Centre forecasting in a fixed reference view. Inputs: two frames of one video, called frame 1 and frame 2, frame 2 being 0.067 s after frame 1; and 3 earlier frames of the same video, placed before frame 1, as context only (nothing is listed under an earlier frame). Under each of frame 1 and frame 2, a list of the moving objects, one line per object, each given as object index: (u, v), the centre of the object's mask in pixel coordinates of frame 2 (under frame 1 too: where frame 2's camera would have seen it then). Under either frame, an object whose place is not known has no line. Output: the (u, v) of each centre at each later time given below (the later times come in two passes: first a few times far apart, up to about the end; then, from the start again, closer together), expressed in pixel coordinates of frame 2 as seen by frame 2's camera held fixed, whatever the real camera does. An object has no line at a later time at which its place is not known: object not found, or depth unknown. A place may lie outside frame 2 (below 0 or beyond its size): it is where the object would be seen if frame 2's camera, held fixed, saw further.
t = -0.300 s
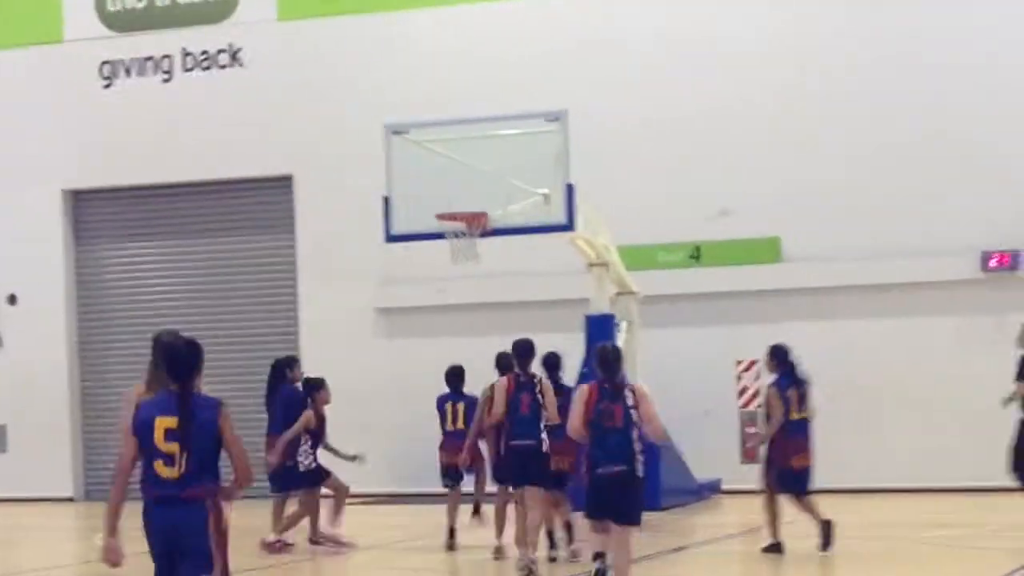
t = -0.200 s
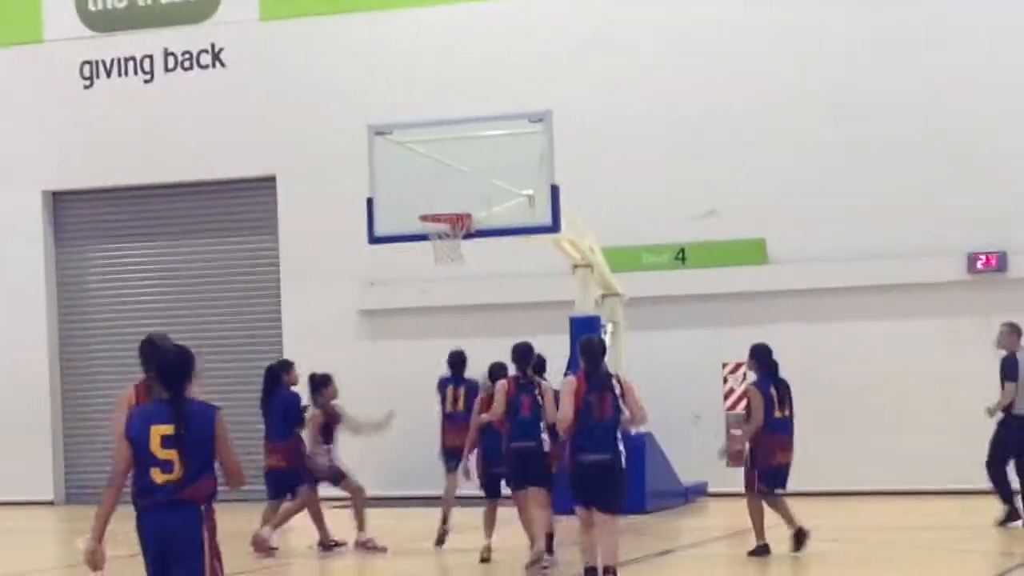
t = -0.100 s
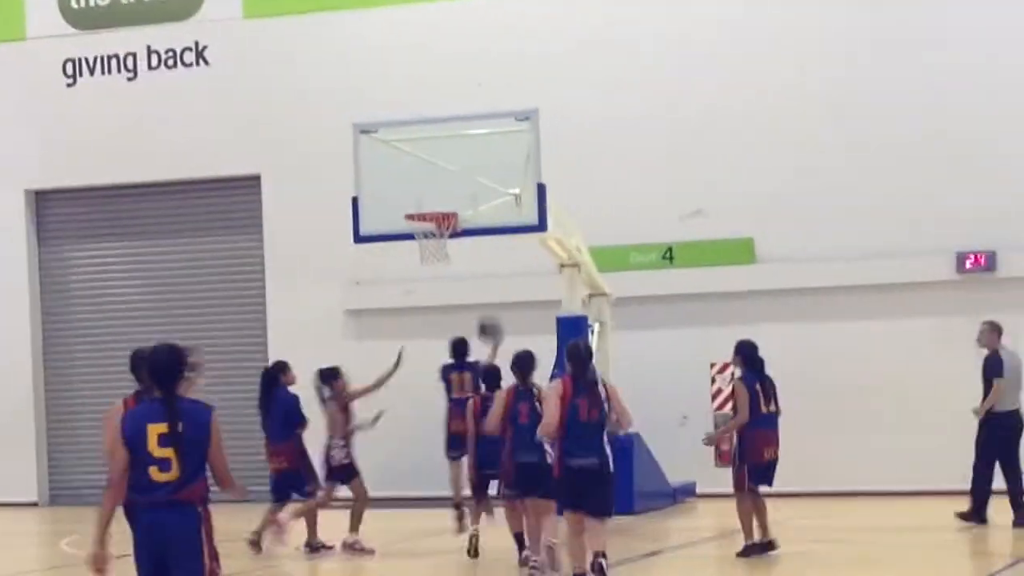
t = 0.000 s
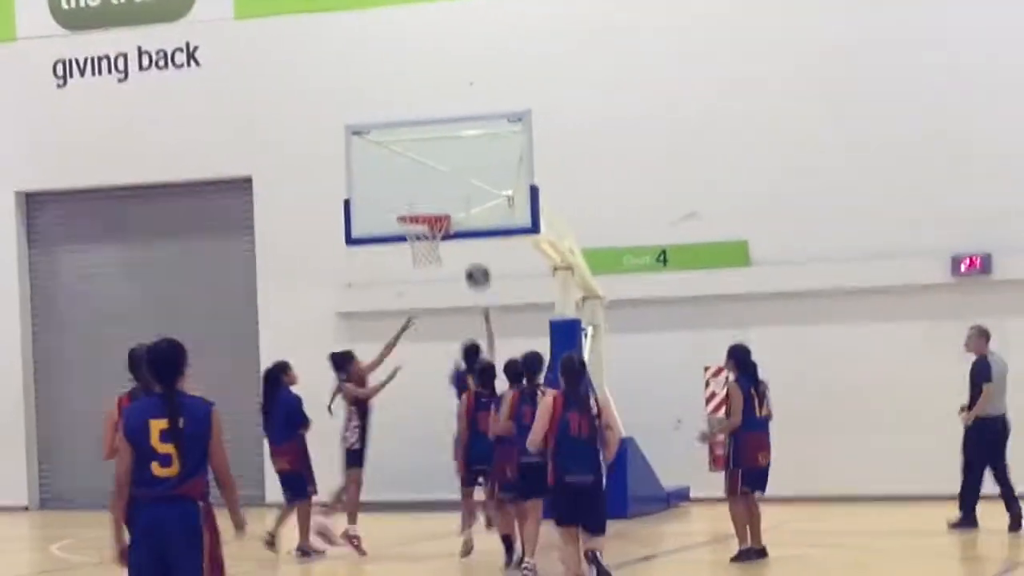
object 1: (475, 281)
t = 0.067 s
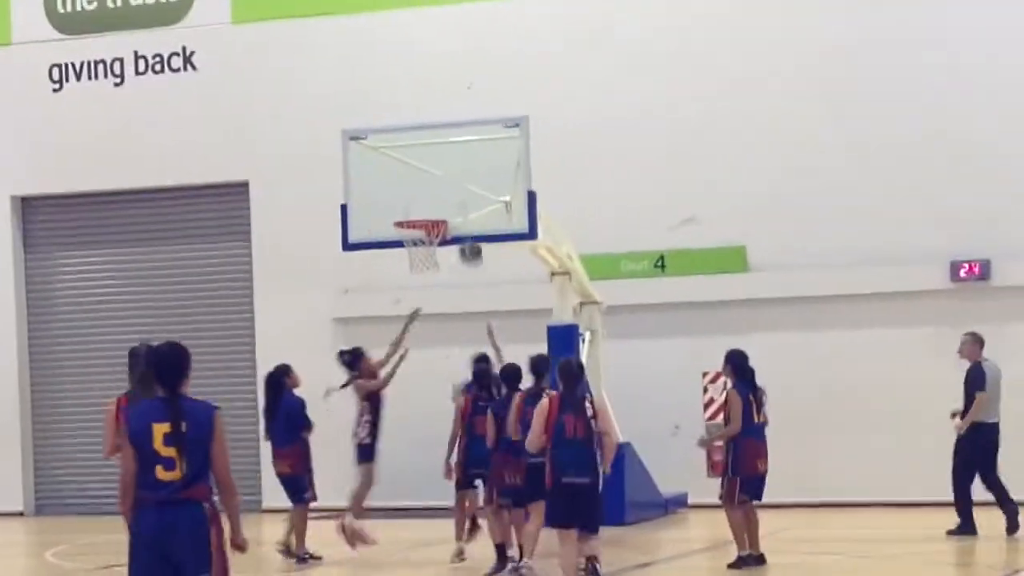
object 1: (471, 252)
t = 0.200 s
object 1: (460, 204)
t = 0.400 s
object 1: (448, 173)
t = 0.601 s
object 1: (426, 184)
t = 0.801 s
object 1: (404, 238)
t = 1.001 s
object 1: (405, 280)
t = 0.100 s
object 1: (468, 237)
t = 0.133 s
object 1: (465, 225)
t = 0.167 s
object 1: (462, 213)
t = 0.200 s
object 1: (460, 204)
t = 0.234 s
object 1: (458, 197)
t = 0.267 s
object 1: (455, 189)
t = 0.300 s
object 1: (453, 184)
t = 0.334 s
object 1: (452, 179)
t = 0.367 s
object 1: (450, 175)
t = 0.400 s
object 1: (448, 173)
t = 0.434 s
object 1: (444, 172)
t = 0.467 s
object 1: (440, 172)
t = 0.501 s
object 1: (437, 173)
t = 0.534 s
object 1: (433, 176)
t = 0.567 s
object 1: (429, 180)
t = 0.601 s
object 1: (426, 184)
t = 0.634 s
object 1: (422, 190)
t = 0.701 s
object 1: (415, 206)
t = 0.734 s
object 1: (412, 214)
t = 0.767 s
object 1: (409, 227)
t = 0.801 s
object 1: (404, 238)
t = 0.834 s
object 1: (402, 245)
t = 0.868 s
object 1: (402, 250)
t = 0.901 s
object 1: (402, 253)
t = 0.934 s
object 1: (403, 263)
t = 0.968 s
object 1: (405, 271)
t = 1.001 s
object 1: (405, 280)
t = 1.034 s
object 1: (406, 290)
